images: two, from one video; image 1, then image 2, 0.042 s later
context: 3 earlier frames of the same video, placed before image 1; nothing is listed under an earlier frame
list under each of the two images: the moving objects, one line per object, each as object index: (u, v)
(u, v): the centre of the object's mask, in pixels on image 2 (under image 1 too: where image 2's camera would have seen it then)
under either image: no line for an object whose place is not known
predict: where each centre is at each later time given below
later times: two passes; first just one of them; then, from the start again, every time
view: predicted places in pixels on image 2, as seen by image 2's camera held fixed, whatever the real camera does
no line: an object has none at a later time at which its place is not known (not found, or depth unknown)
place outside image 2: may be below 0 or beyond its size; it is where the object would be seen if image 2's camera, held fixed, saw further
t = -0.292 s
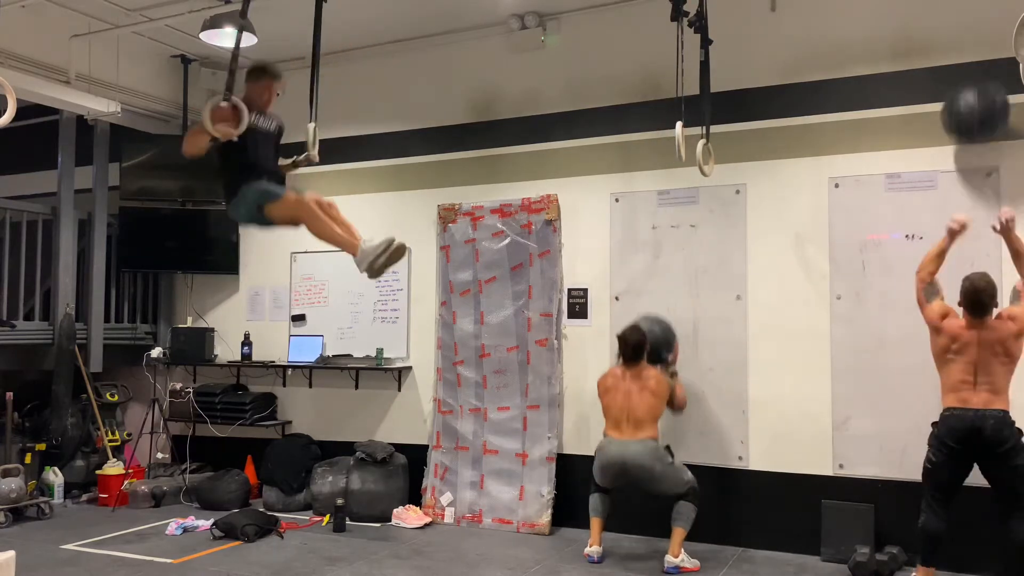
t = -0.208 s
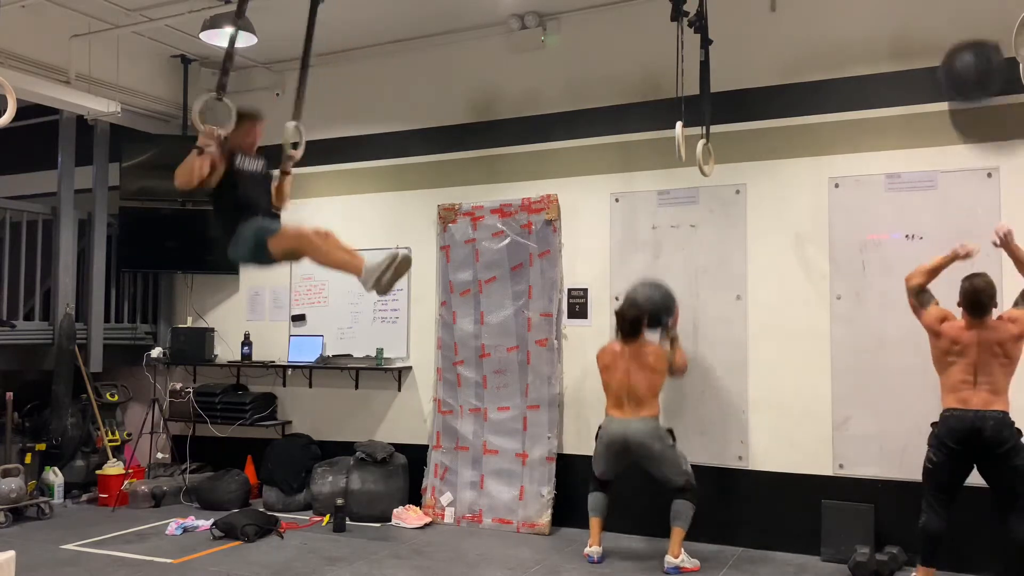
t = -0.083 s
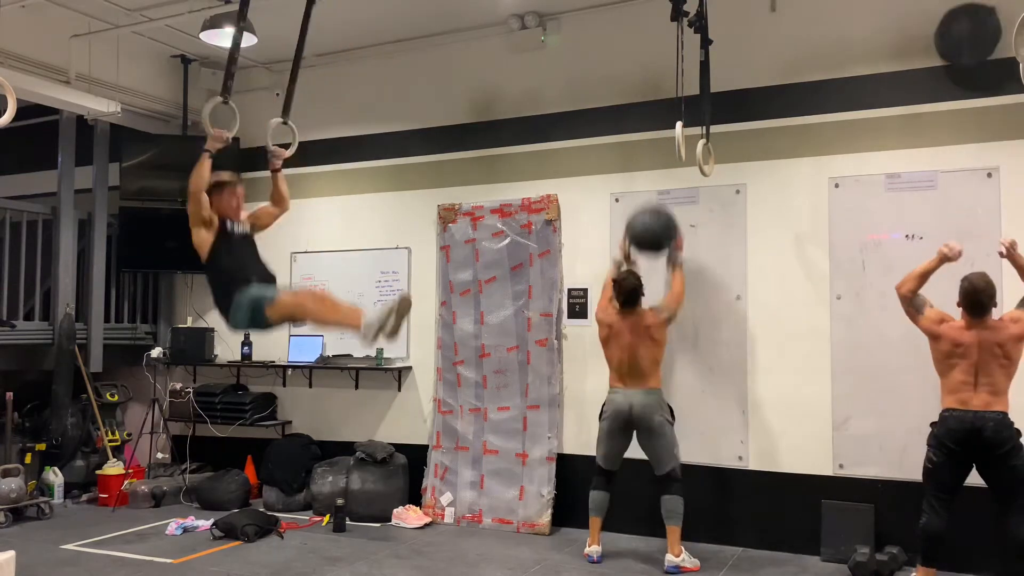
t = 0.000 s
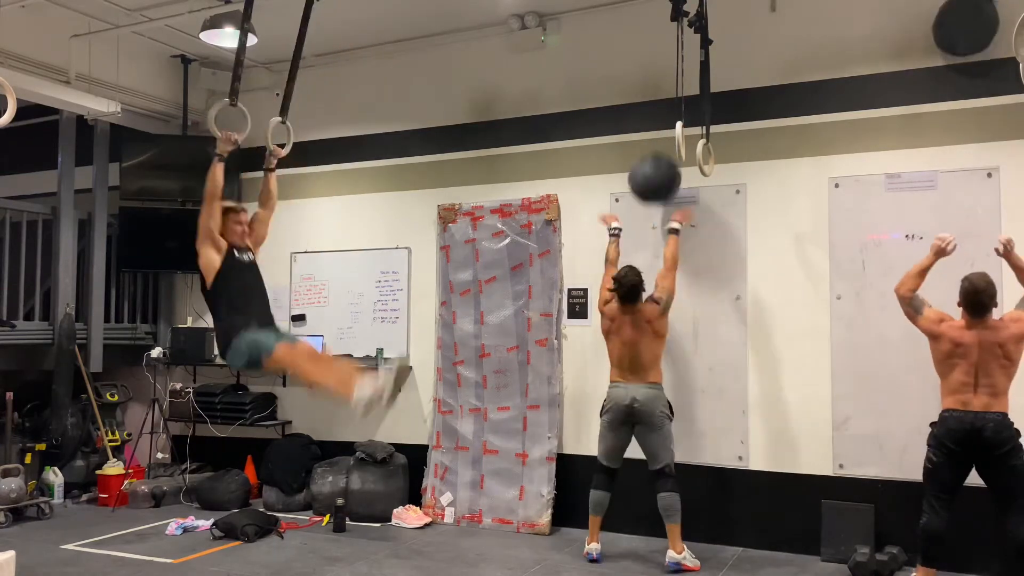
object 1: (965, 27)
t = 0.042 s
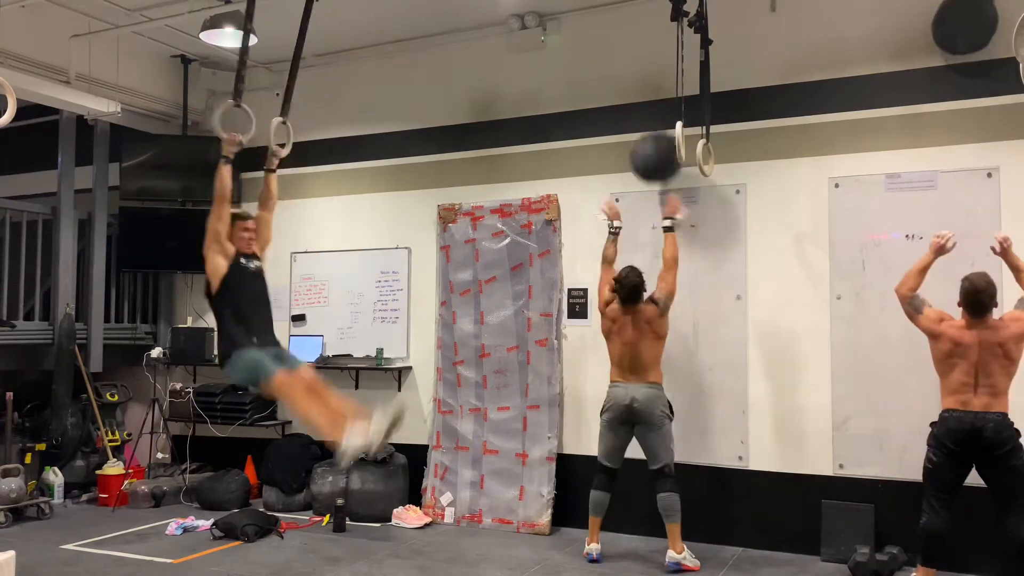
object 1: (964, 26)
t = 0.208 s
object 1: (962, 44)
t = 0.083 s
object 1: (964, 26)
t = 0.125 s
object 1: (963, 28)
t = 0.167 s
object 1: (963, 34)
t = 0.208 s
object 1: (962, 44)
